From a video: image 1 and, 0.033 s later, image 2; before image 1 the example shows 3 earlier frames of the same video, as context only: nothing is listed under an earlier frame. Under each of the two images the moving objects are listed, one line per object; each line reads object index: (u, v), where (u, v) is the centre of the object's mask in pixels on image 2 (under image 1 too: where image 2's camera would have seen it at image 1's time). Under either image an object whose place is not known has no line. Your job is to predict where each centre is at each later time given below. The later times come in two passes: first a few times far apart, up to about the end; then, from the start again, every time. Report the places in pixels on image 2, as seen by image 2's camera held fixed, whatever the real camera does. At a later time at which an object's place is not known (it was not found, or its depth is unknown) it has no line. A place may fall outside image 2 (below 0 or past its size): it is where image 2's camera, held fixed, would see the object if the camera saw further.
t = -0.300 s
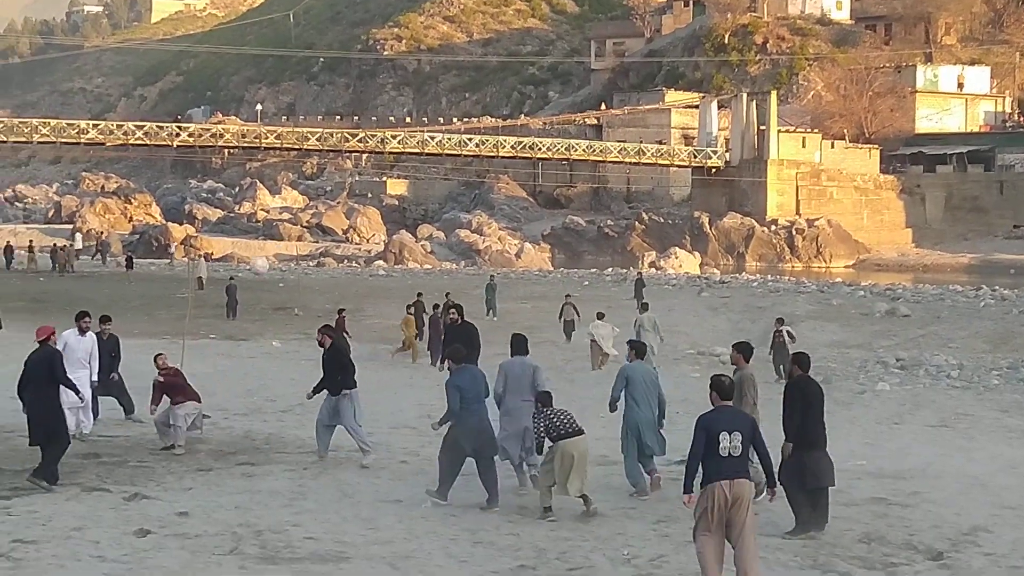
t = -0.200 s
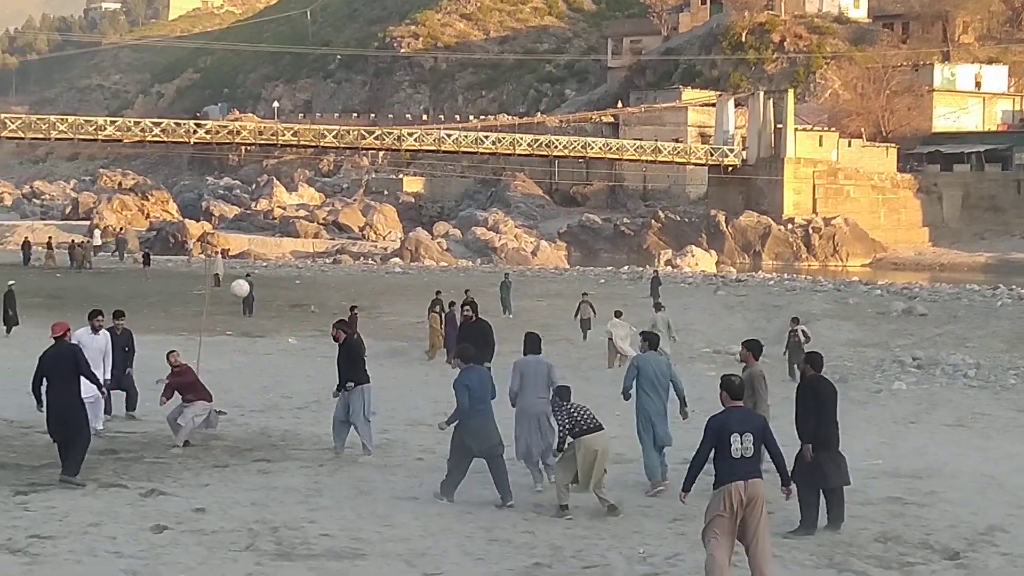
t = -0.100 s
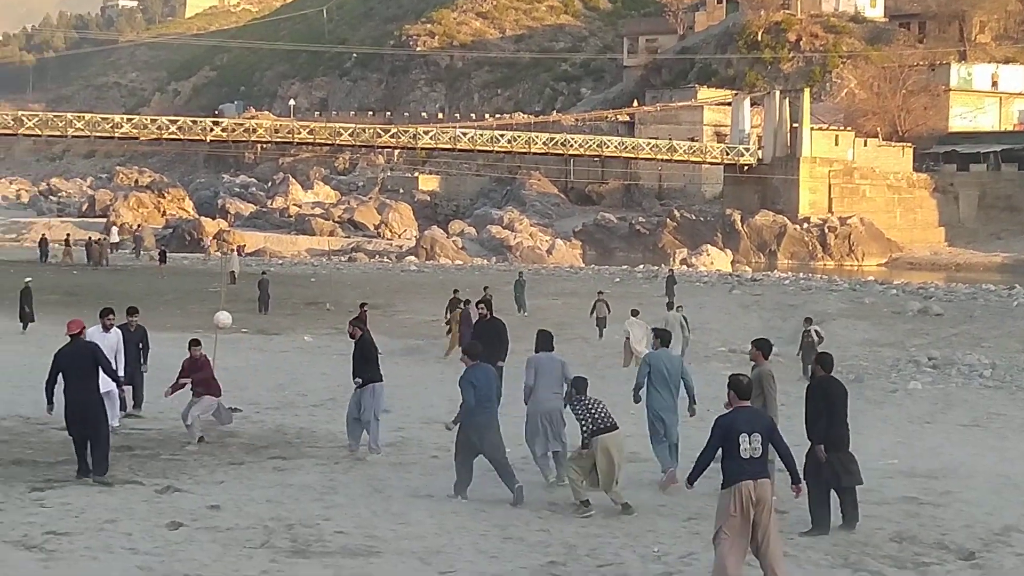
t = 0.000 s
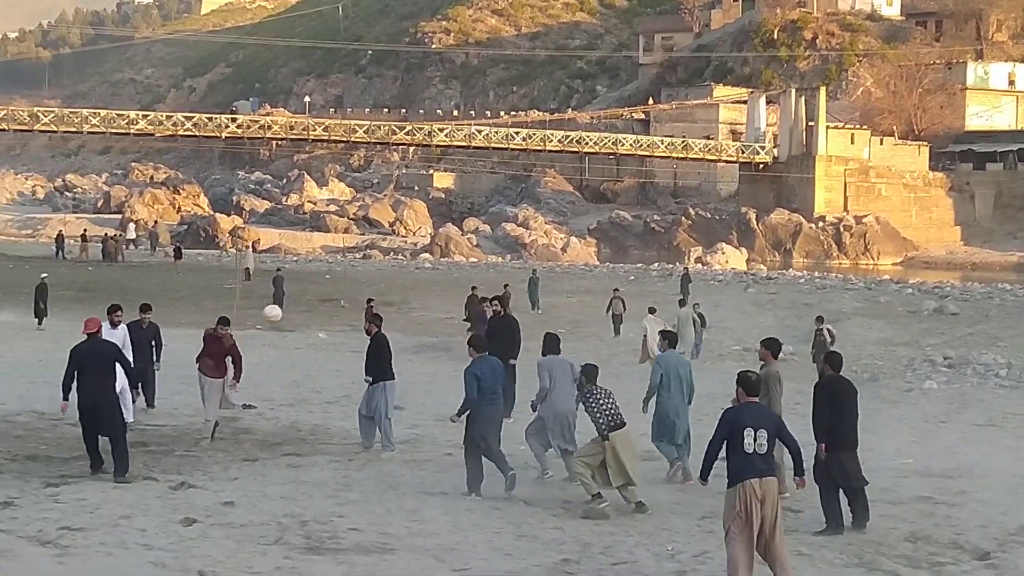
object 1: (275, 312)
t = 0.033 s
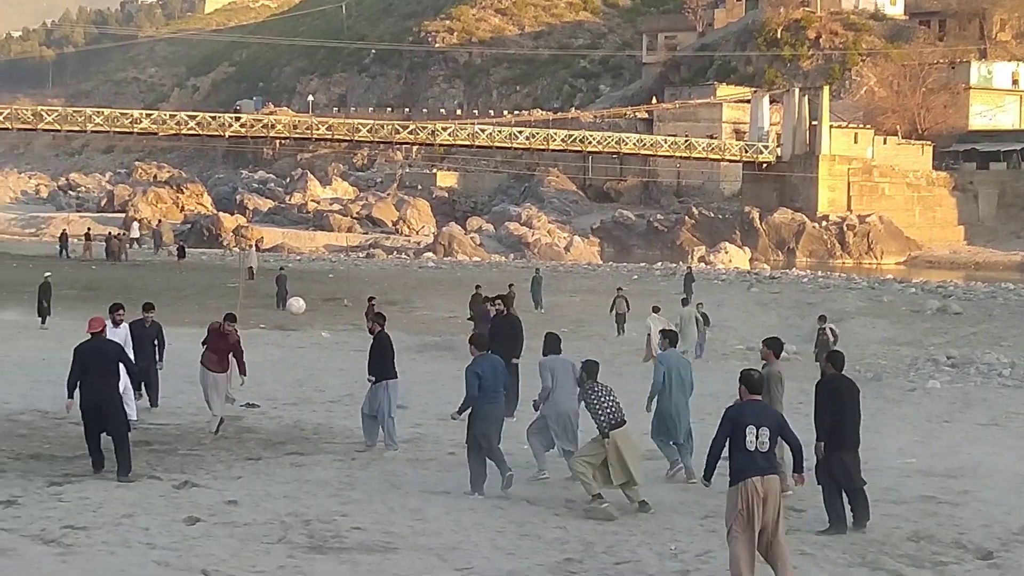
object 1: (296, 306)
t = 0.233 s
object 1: (428, 286)
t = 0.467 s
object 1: (601, 311)
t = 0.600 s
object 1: (710, 353)
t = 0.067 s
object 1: (317, 300)
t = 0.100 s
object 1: (338, 296)
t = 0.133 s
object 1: (360, 291)
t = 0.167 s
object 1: (382, 288)
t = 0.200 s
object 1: (405, 287)
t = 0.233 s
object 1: (428, 286)
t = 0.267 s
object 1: (451, 286)
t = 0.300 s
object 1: (474, 287)
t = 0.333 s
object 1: (499, 290)
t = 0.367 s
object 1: (523, 294)
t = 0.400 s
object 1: (549, 297)
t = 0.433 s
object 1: (574, 304)
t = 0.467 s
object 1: (601, 311)
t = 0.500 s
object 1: (628, 320)
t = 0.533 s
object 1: (654, 329)
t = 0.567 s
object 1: (682, 341)
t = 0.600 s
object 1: (710, 353)
